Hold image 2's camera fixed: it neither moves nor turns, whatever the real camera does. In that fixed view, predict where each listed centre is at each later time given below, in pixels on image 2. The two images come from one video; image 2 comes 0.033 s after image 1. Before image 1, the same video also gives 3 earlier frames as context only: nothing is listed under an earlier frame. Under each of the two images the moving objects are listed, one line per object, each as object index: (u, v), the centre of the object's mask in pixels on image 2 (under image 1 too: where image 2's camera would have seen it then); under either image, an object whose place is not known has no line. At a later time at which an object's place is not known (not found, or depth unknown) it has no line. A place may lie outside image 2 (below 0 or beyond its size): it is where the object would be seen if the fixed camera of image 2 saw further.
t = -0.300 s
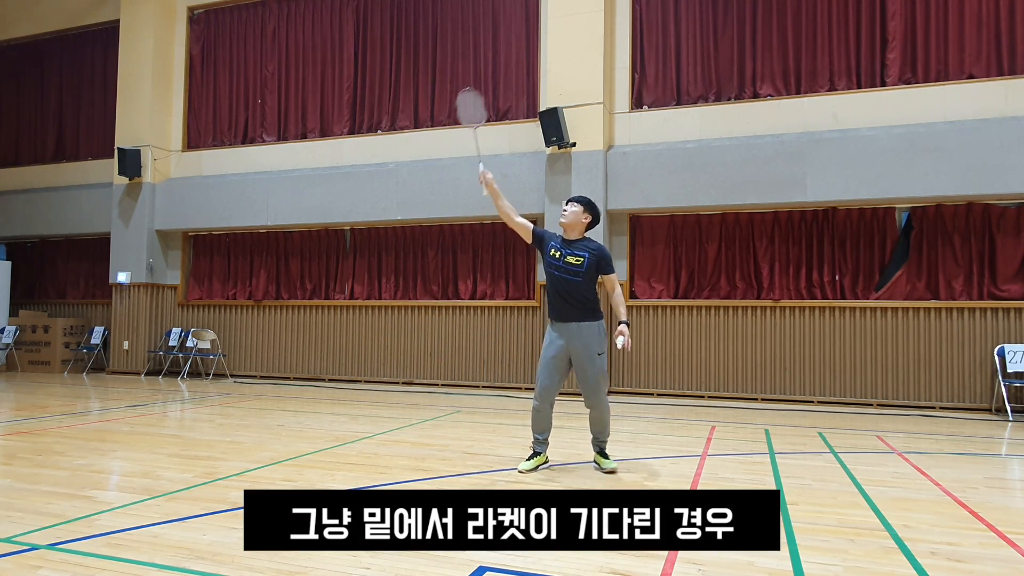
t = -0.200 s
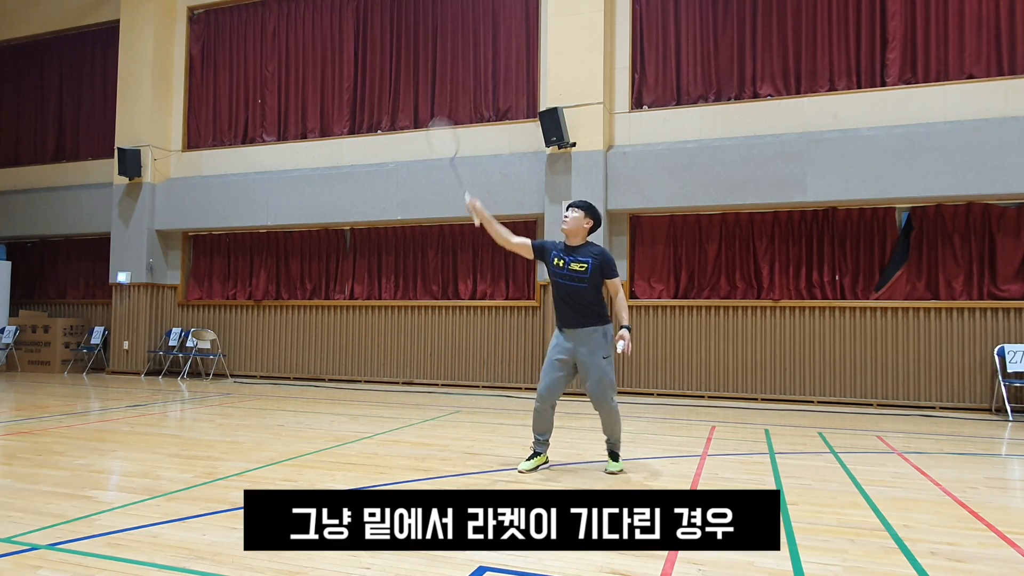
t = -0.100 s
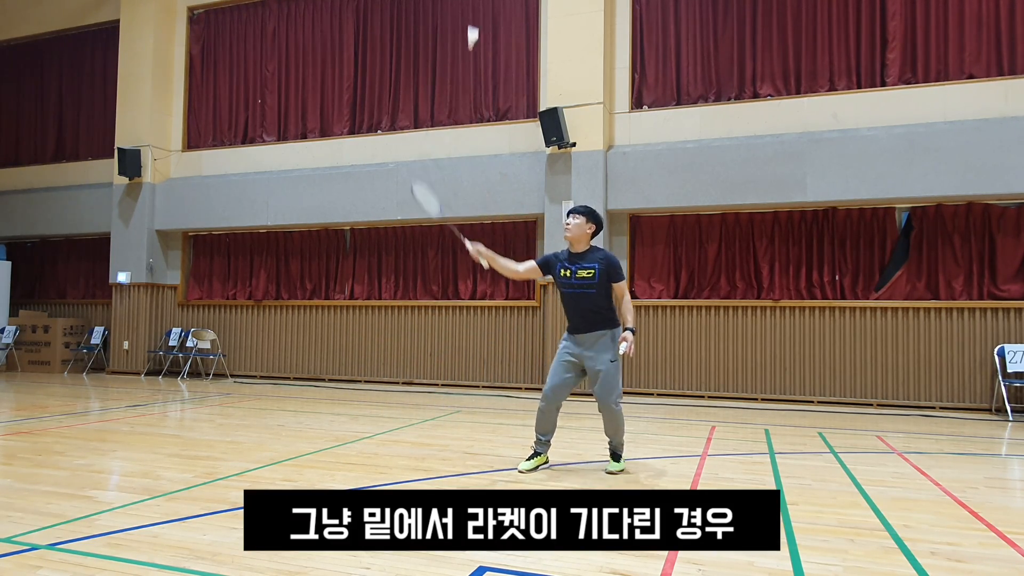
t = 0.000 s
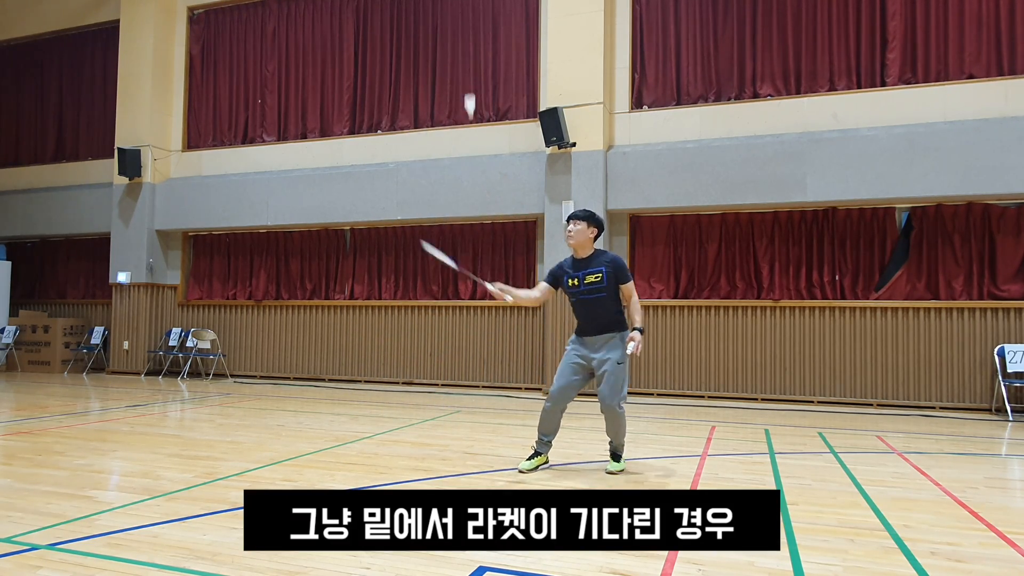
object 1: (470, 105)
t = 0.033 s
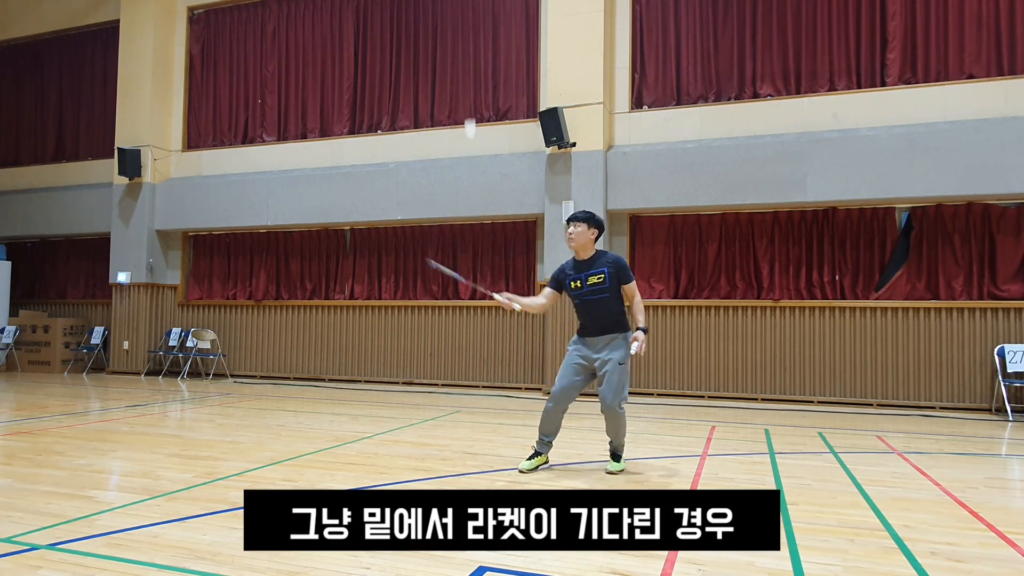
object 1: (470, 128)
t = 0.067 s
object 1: (471, 156)
